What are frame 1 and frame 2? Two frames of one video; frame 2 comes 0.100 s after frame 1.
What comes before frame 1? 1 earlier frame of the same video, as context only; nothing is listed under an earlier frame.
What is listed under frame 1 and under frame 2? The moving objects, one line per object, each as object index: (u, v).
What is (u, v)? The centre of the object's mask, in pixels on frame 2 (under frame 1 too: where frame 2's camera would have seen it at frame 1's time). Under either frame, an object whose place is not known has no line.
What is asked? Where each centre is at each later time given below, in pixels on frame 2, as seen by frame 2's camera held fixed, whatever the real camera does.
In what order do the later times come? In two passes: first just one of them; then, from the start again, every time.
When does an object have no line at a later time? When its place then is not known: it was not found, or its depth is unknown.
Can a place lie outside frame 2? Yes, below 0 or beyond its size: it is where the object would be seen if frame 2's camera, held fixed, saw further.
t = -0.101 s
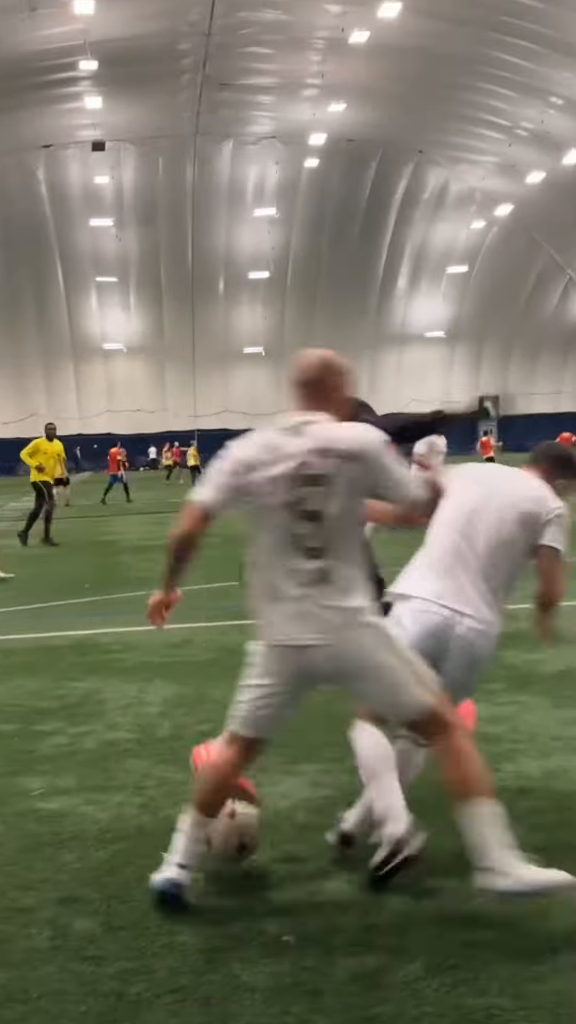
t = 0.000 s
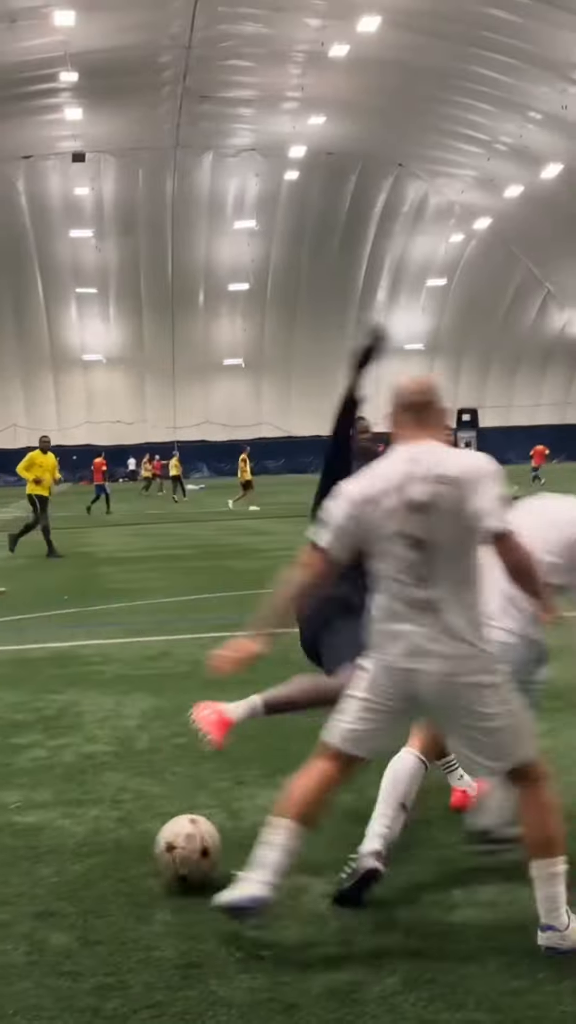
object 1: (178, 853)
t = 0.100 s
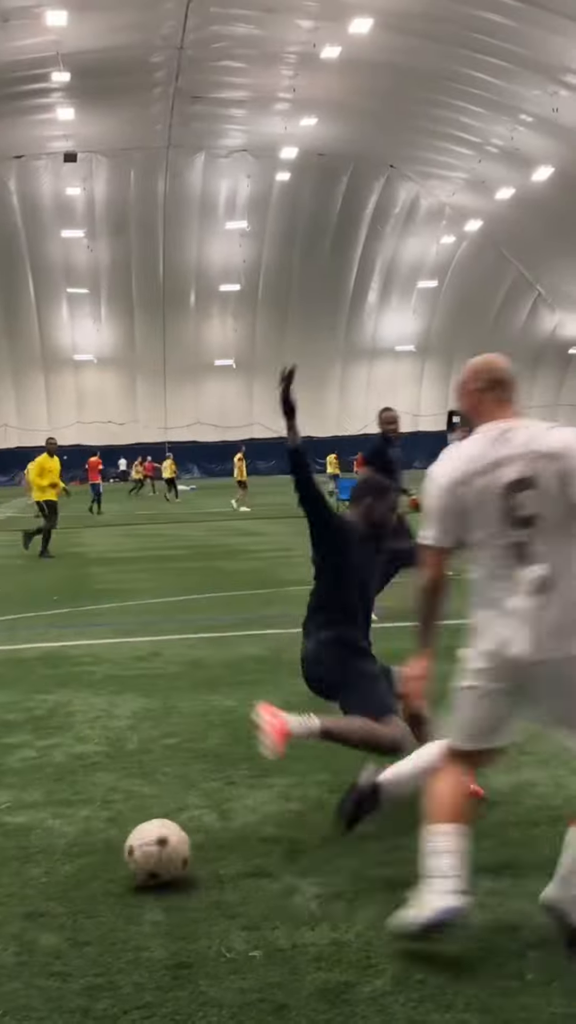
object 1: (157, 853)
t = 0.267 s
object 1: (128, 849)
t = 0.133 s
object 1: (152, 851)
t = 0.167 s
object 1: (146, 851)
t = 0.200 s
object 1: (141, 852)
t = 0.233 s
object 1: (135, 849)
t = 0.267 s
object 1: (128, 849)
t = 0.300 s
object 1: (123, 849)
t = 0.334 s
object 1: (118, 847)
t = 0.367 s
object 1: (112, 846)
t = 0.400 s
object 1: (106, 847)
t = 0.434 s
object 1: (101, 846)
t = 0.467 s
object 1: (95, 846)
